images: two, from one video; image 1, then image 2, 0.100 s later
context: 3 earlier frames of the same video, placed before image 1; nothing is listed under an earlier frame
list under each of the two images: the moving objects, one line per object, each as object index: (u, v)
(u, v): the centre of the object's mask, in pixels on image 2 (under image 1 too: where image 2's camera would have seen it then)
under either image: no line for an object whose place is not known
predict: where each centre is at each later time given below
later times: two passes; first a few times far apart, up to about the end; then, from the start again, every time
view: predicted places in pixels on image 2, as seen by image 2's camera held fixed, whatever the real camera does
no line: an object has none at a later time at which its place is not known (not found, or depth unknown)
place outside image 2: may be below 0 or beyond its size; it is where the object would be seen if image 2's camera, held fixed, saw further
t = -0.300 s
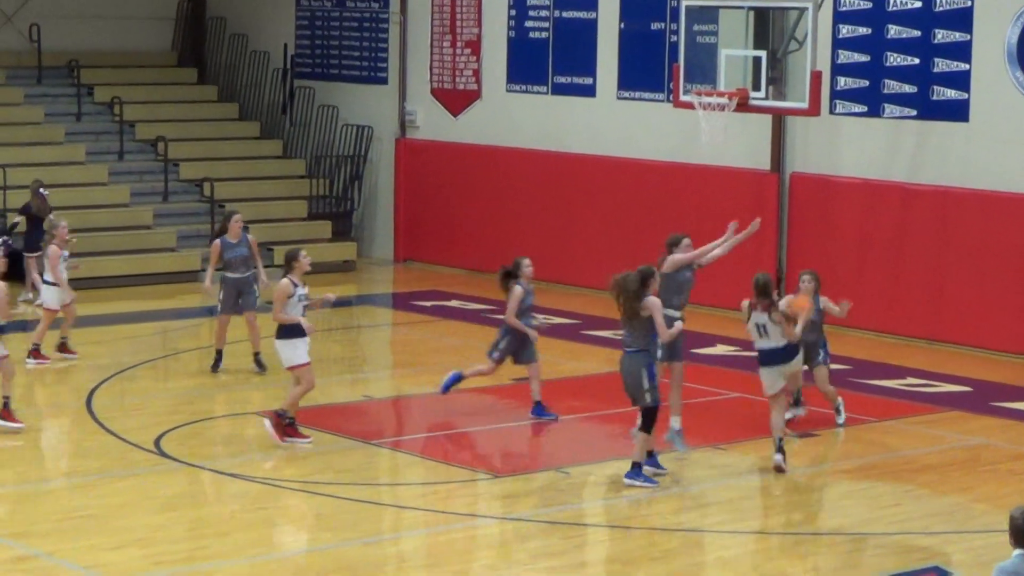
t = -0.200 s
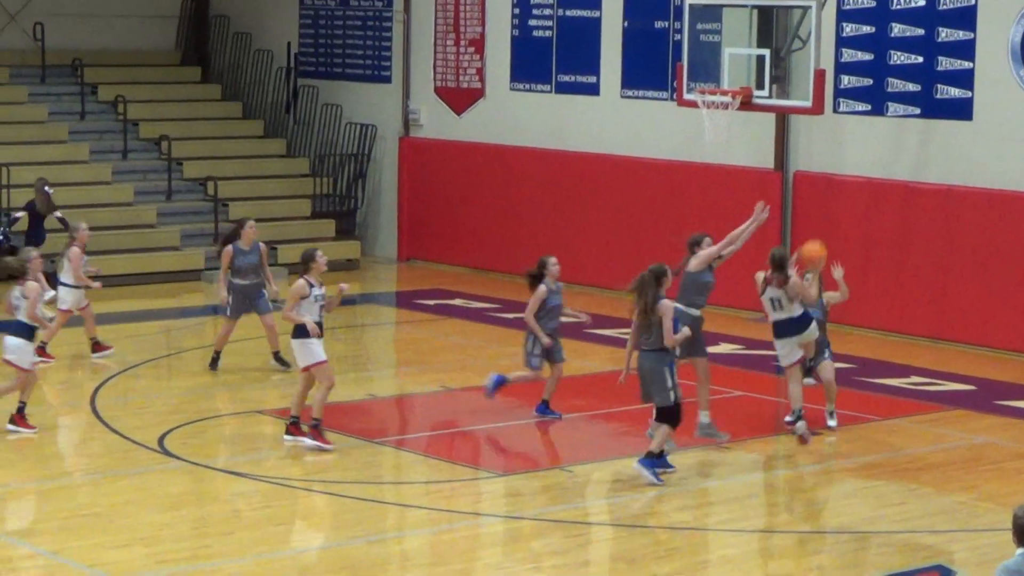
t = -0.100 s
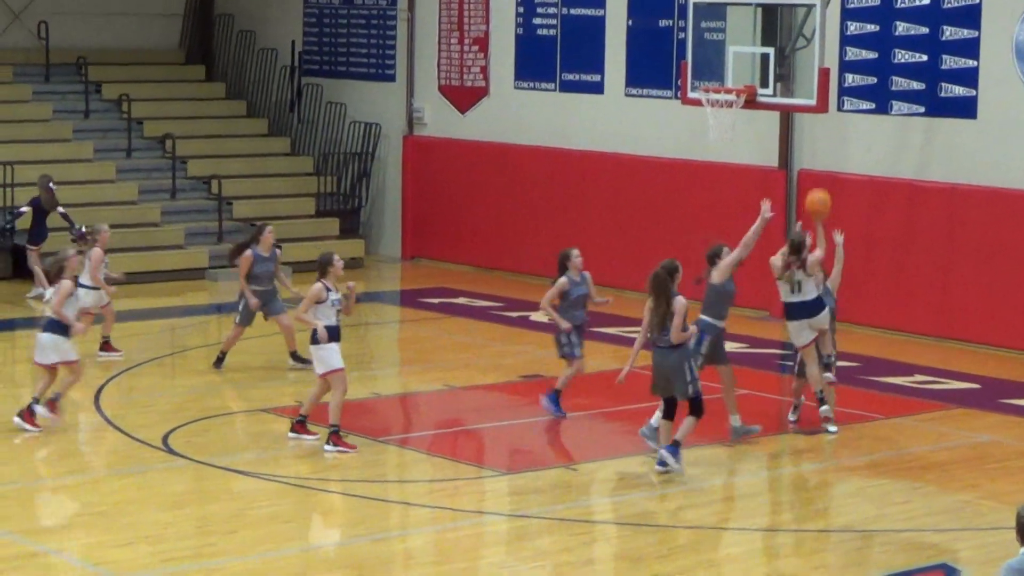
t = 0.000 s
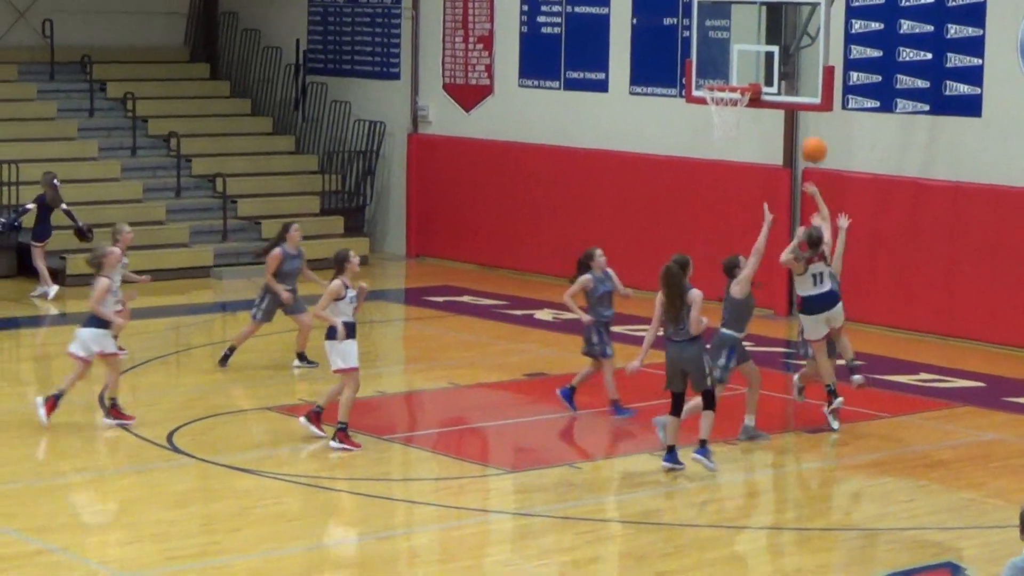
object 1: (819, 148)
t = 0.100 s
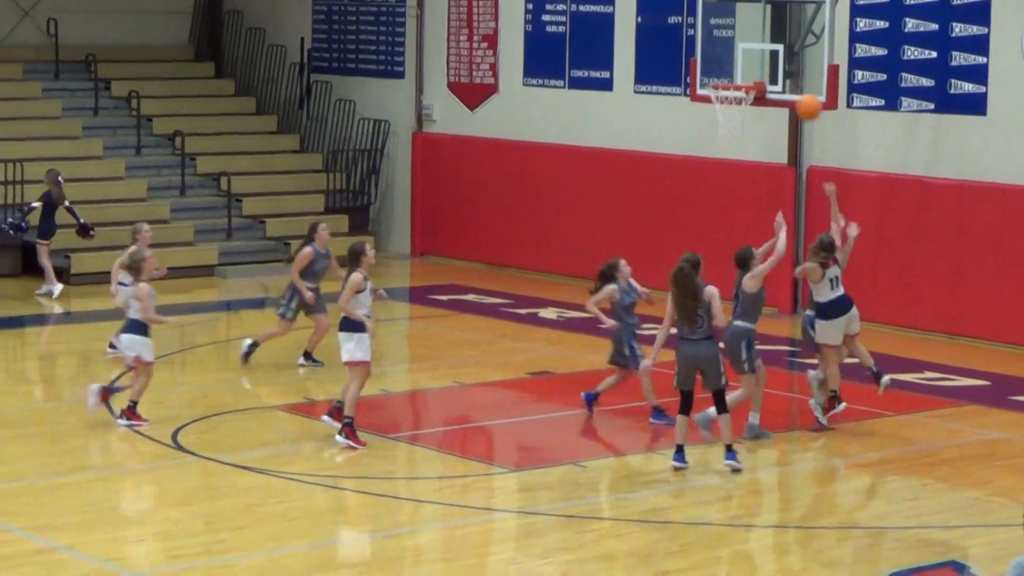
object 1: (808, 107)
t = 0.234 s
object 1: (795, 72)
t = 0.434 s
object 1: (775, 54)
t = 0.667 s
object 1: (759, 79)
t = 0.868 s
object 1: (813, 81)
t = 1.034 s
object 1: (857, 114)
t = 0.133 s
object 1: (805, 96)
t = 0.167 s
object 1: (802, 86)
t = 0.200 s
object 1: (798, 78)
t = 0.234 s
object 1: (795, 72)
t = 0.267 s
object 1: (791, 65)
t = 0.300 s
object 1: (788, 61)
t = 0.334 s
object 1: (785, 57)
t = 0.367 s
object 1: (782, 56)
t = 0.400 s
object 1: (779, 54)
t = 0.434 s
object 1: (775, 54)
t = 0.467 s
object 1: (772, 56)
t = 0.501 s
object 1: (768, 58)
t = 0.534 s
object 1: (765, 61)
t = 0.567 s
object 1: (762, 66)
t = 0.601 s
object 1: (758, 72)
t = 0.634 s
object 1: (754, 79)
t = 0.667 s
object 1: (759, 79)
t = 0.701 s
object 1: (767, 78)
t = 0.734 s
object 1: (777, 75)
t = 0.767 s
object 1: (787, 75)
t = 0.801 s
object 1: (795, 75)
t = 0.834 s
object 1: (803, 78)
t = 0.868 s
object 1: (813, 81)
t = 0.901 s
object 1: (822, 85)
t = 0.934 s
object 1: (831, 90)
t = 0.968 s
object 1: (840, 97)
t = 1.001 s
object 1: (849, 105)
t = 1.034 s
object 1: (857, 114)
